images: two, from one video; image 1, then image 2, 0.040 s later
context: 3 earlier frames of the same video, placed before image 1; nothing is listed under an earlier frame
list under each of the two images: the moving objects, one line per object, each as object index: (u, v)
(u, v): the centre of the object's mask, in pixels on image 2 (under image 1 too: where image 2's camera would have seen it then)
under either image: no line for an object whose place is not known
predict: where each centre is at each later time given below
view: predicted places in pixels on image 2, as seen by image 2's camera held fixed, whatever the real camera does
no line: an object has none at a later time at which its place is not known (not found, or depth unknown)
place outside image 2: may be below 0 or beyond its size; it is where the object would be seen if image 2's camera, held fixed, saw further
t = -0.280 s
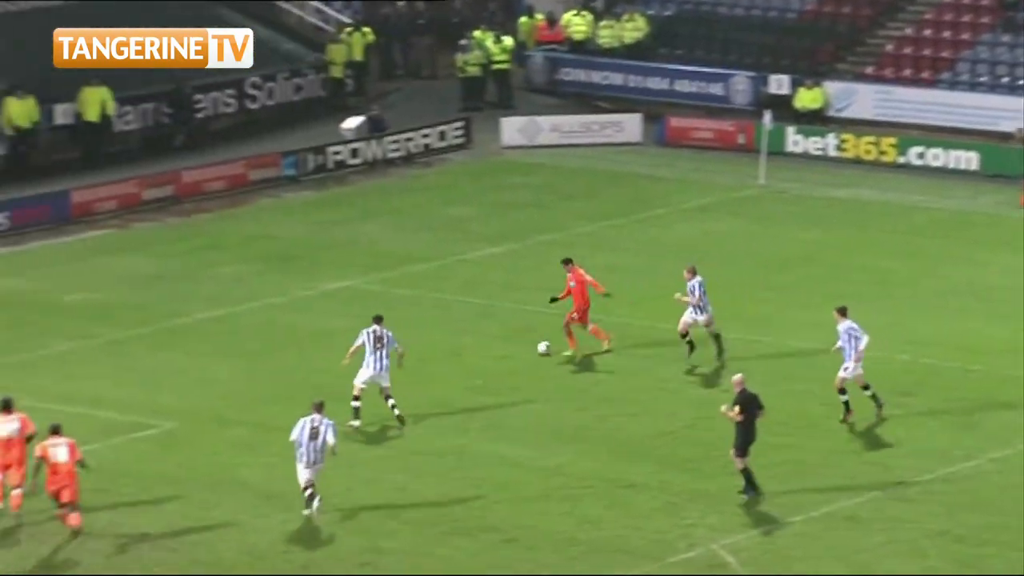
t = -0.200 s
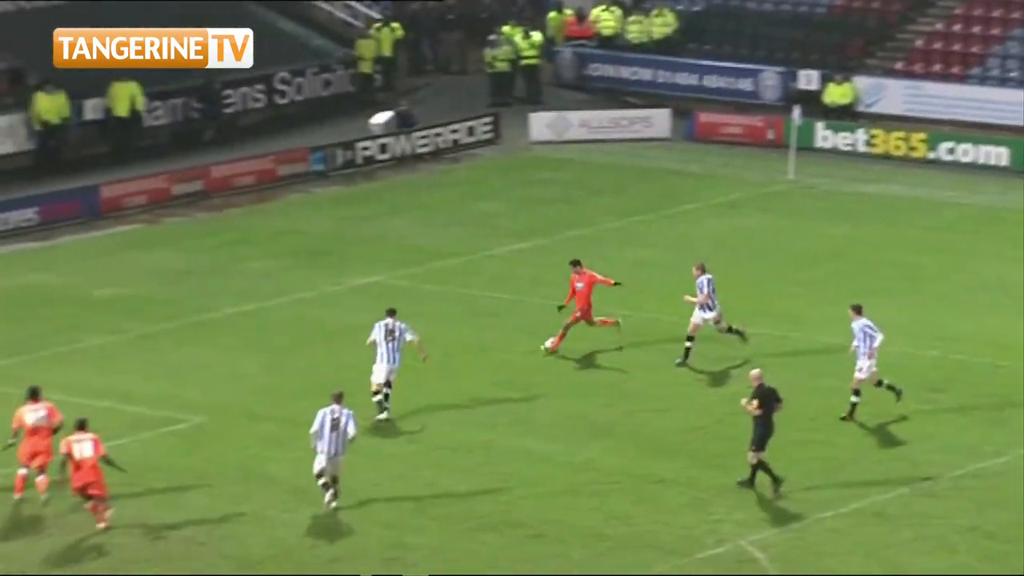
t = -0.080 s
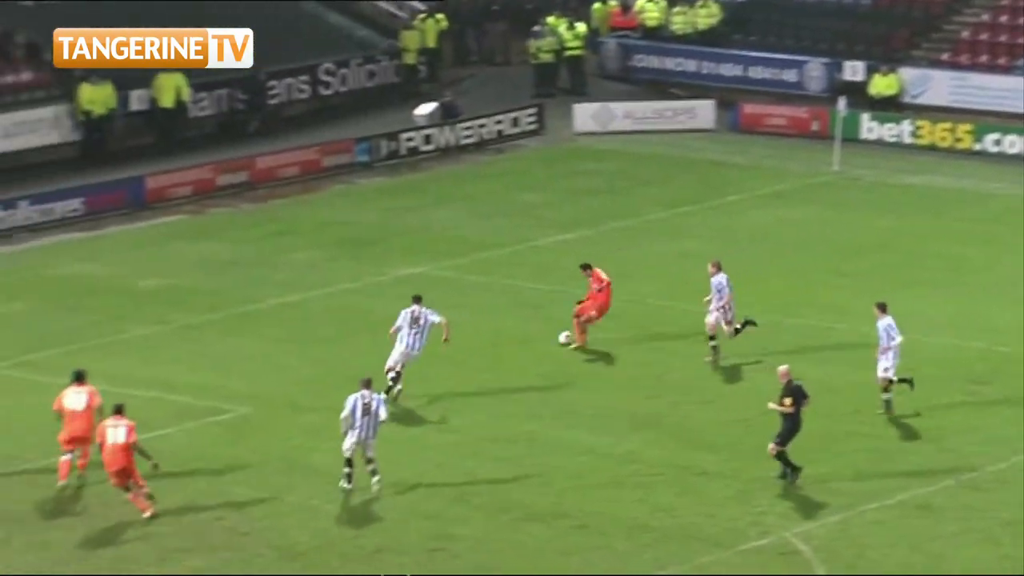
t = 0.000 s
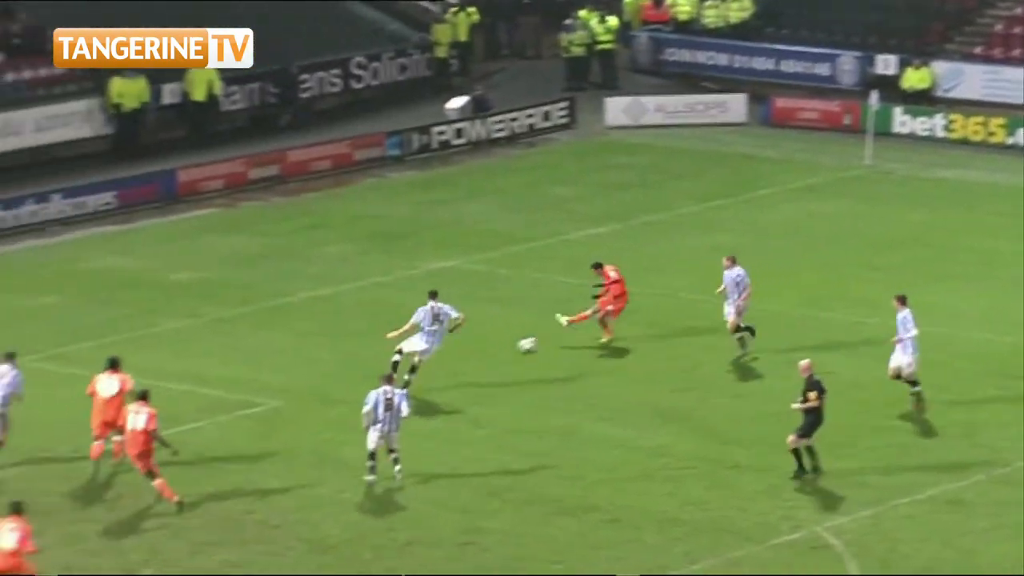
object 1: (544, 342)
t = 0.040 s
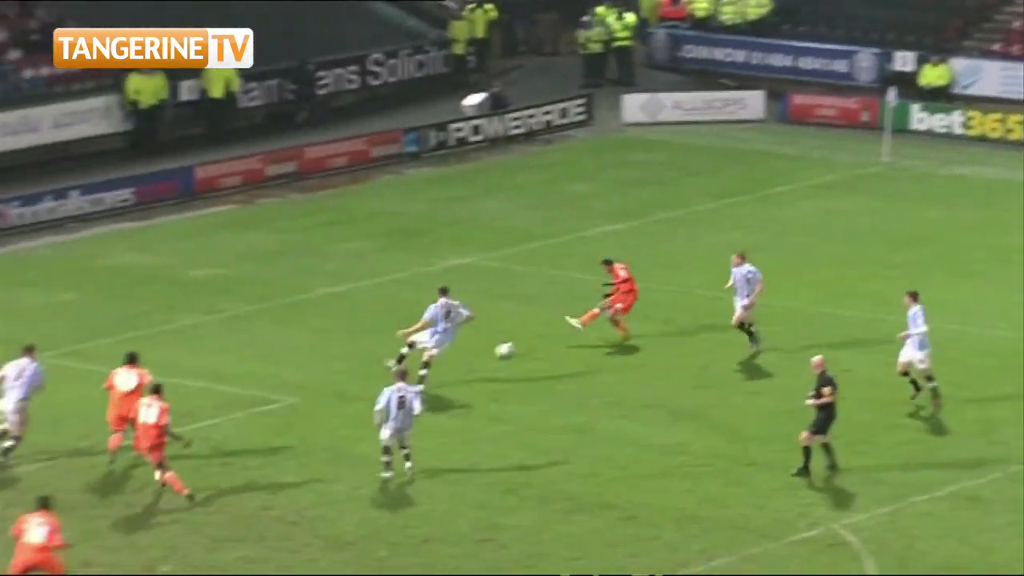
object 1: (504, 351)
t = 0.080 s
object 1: (465, 360)
